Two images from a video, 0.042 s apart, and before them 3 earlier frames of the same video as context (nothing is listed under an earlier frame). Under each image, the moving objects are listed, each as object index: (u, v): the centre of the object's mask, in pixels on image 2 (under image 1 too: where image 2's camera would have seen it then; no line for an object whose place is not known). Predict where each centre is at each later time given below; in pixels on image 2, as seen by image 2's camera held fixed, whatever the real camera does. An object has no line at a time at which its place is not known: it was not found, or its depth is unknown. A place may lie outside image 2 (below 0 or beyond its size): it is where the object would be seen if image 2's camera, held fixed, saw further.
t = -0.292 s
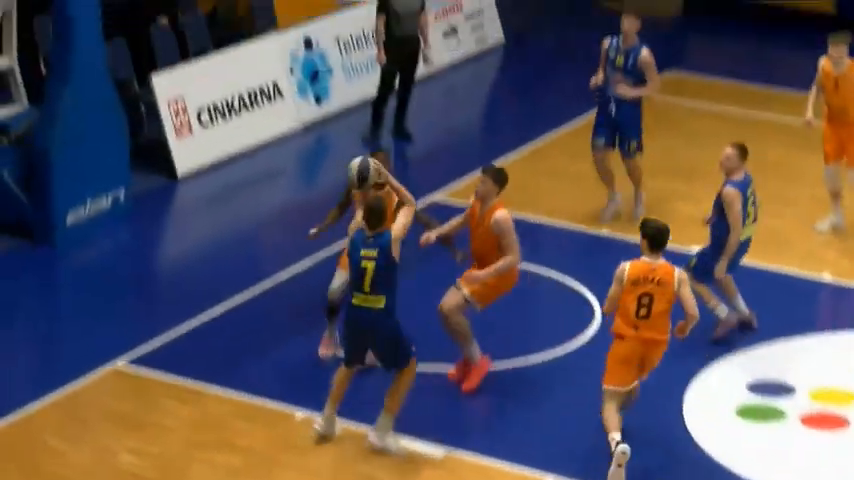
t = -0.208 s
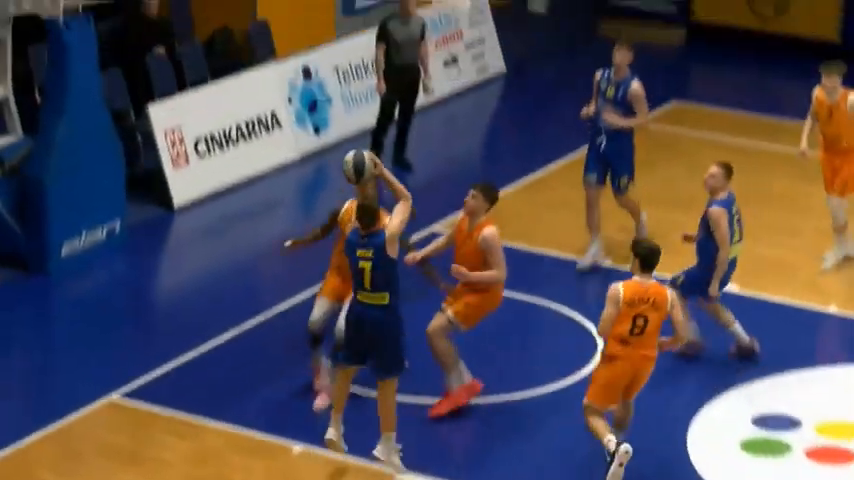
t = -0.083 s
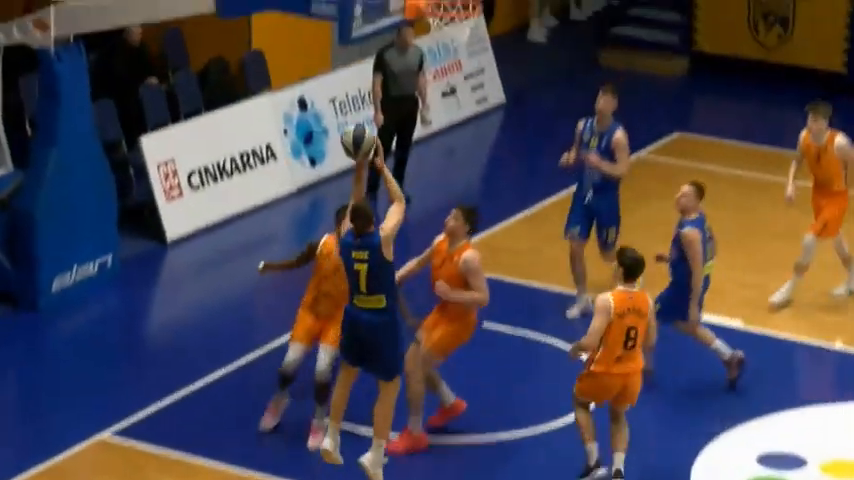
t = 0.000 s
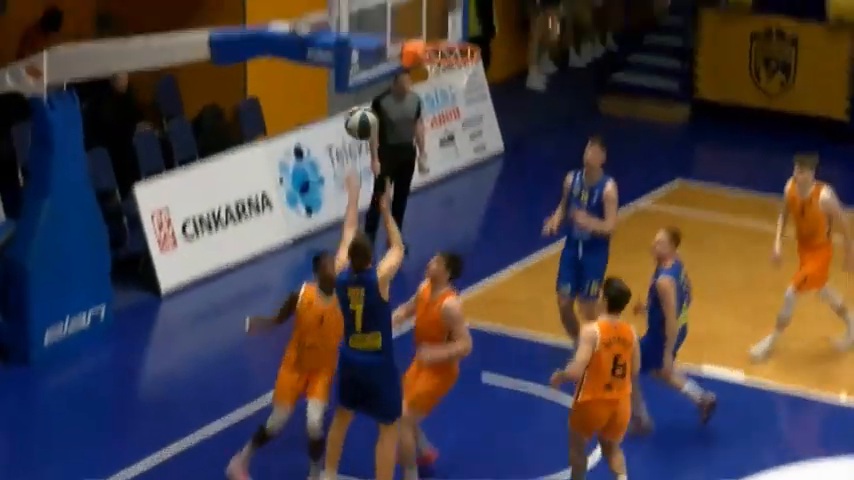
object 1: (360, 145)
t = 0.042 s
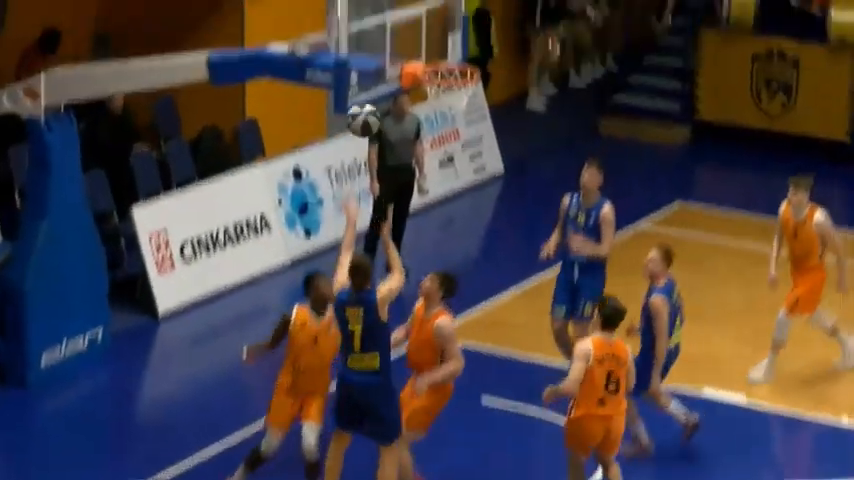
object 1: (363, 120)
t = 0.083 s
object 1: (364, 93)
